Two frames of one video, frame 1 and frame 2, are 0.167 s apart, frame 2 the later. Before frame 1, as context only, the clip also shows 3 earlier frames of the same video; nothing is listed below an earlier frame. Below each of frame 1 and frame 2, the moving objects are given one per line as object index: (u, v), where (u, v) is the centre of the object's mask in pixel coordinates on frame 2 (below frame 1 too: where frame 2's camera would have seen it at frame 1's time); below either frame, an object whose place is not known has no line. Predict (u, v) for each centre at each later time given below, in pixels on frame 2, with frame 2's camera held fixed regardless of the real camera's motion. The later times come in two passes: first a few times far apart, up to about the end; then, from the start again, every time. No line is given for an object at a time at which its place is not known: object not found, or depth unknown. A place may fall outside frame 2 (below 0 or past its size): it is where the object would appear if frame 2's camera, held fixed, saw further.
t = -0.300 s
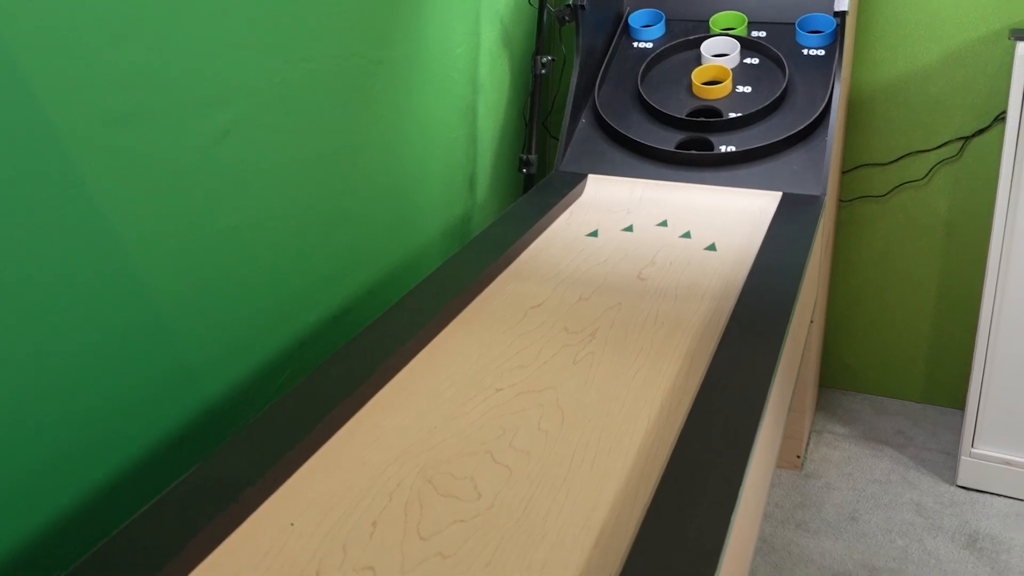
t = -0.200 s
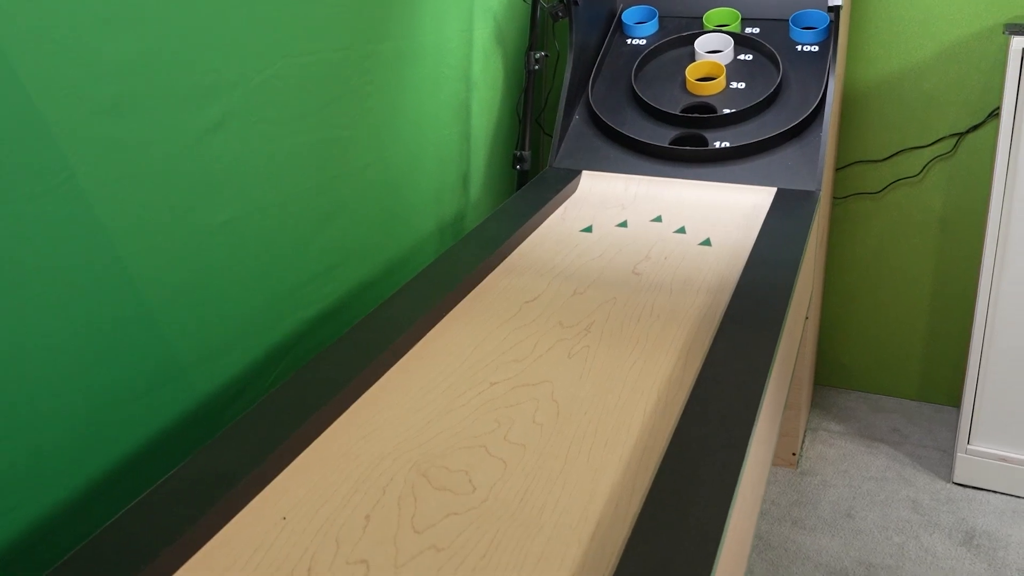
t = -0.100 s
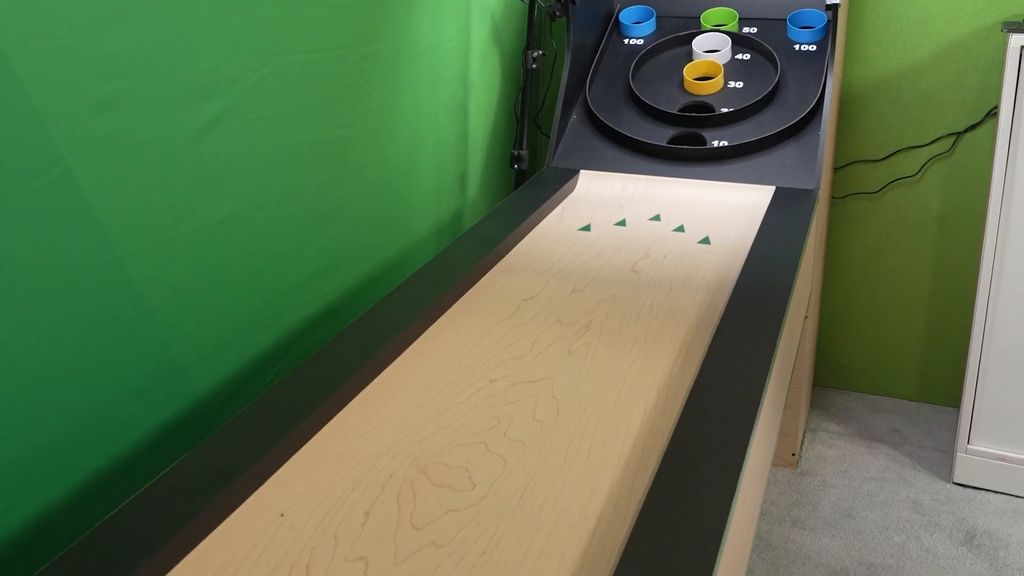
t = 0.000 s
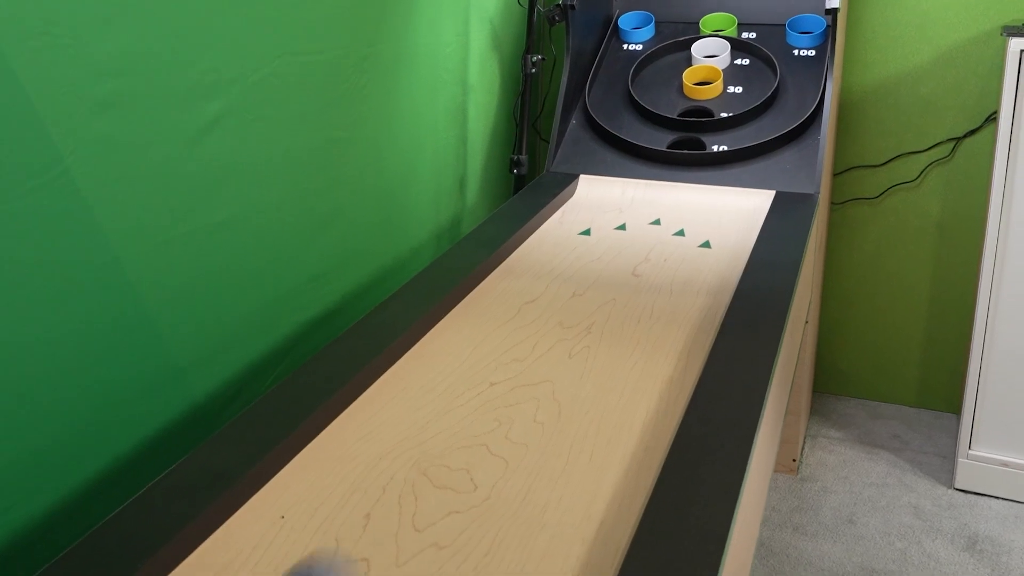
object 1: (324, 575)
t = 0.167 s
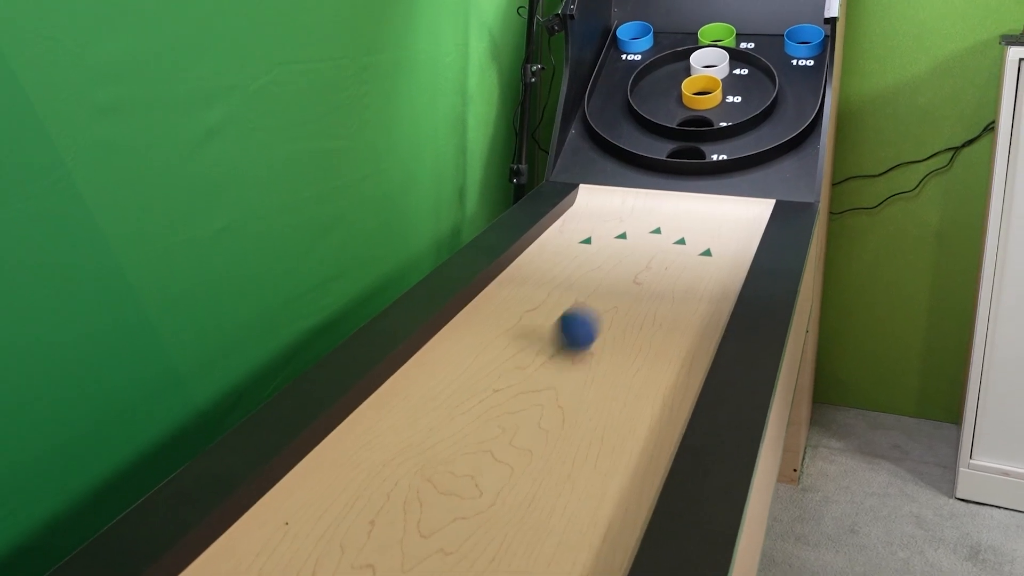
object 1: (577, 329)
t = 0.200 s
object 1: (602, 300)
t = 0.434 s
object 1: (695, 125)
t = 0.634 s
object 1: (723, 5)
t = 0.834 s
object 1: (730, -2)
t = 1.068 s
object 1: (714, 29)
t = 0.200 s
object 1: (602, 300)
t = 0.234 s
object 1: (623, 275)
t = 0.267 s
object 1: (640, 253)
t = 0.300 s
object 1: (655, 234)
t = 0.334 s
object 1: (669, 218)
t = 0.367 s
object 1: (680, 202)
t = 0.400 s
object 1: (688, 162)
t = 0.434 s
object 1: (695, 125)
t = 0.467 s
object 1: (700, 89)
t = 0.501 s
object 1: (706, 63)
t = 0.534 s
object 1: (710, 40)
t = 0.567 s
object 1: (715, 24)
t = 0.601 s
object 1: (719, 12)
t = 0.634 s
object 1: (723, 5)
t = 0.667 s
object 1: (726, 3)
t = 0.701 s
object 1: (728, 5)
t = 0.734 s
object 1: (731, 10)
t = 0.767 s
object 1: (732, 17)
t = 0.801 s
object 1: (731, 6)
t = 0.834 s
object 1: (730, -2)
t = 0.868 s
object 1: (728, -7)
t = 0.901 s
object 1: (726, -9)
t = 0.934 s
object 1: (723, -6)
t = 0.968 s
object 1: (720, 0)
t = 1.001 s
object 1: (716, 10)
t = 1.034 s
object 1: (712, 21)
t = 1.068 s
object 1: (714, 29)
